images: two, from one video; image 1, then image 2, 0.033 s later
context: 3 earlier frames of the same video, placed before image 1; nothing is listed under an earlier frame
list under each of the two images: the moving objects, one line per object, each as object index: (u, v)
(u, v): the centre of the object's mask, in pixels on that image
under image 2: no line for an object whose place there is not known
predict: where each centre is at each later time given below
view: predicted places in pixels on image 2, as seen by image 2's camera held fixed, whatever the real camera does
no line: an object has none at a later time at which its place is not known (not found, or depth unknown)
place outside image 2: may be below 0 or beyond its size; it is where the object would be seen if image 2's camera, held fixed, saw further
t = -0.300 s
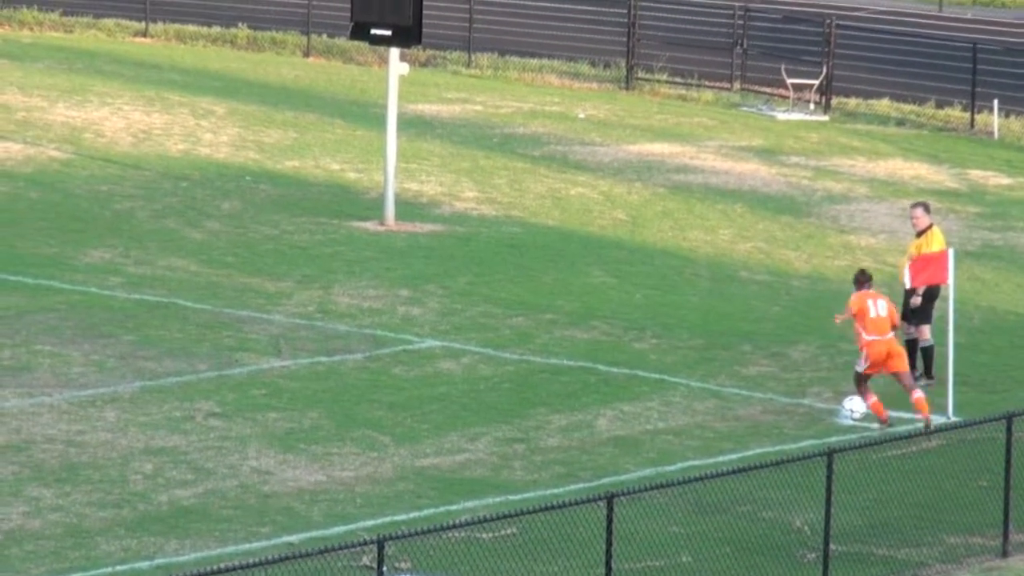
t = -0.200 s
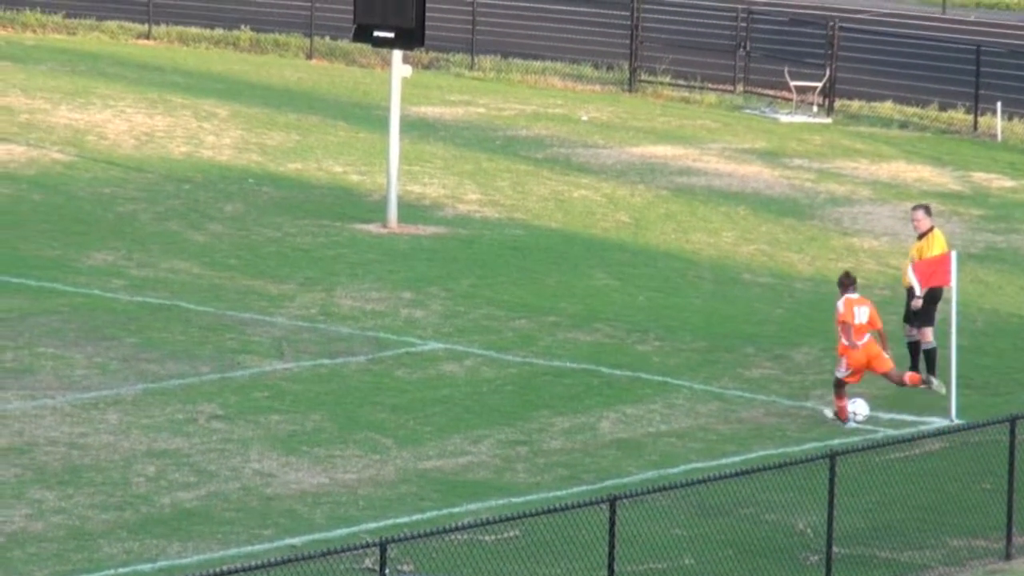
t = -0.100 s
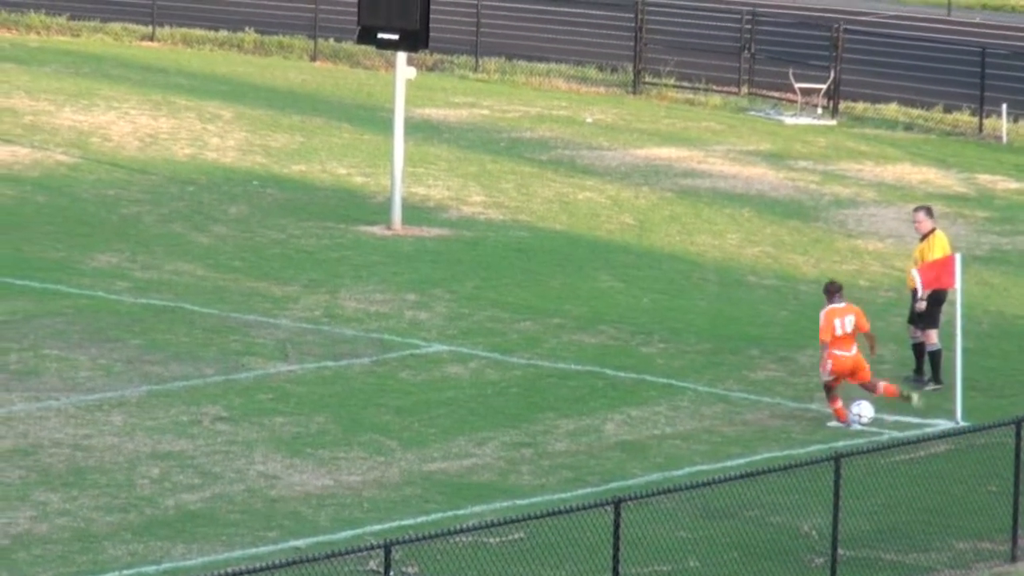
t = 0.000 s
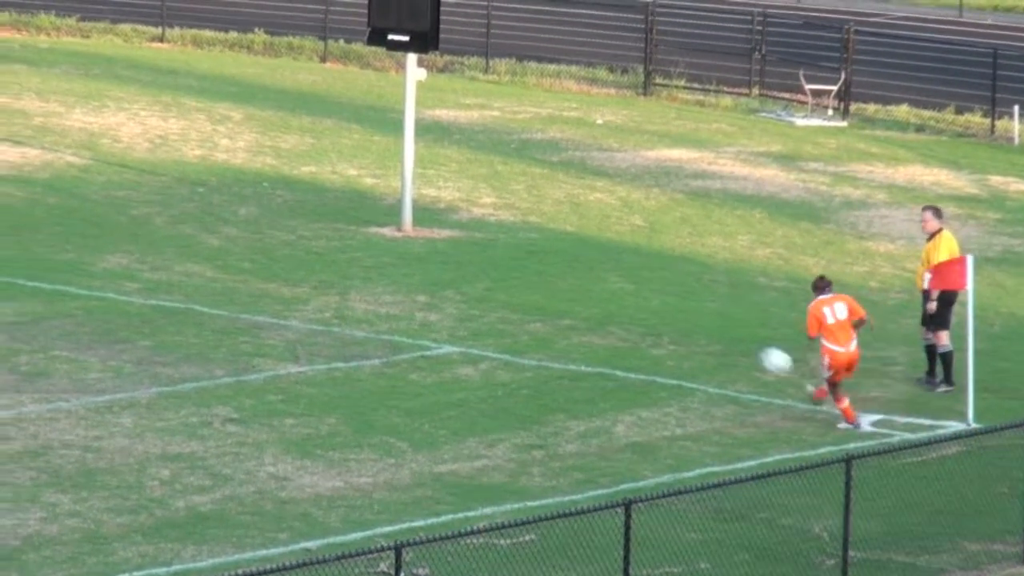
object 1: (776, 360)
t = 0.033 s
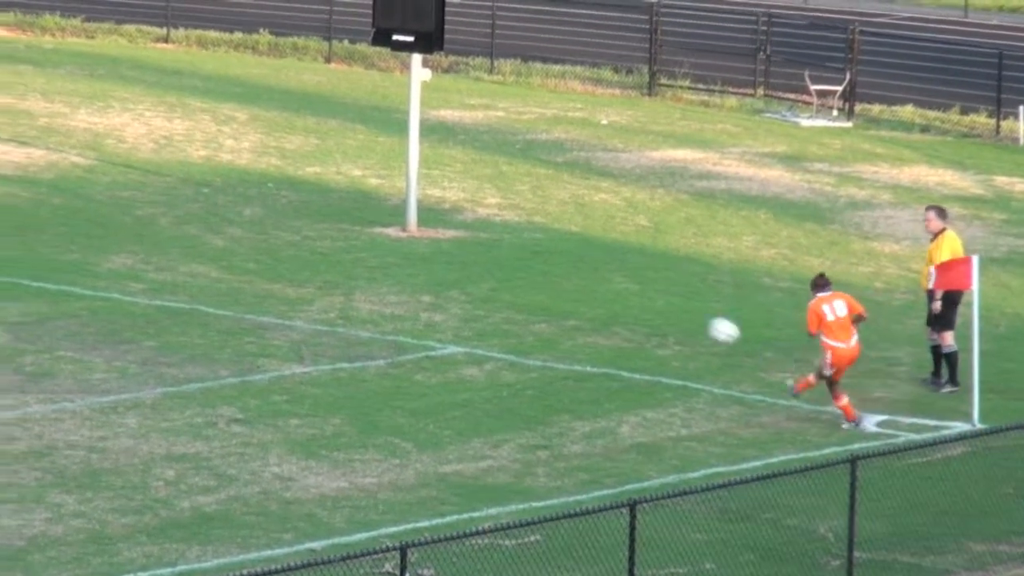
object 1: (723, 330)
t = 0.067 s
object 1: (667, 301)
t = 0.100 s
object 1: (612, 272)
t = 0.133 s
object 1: (559, 246)
